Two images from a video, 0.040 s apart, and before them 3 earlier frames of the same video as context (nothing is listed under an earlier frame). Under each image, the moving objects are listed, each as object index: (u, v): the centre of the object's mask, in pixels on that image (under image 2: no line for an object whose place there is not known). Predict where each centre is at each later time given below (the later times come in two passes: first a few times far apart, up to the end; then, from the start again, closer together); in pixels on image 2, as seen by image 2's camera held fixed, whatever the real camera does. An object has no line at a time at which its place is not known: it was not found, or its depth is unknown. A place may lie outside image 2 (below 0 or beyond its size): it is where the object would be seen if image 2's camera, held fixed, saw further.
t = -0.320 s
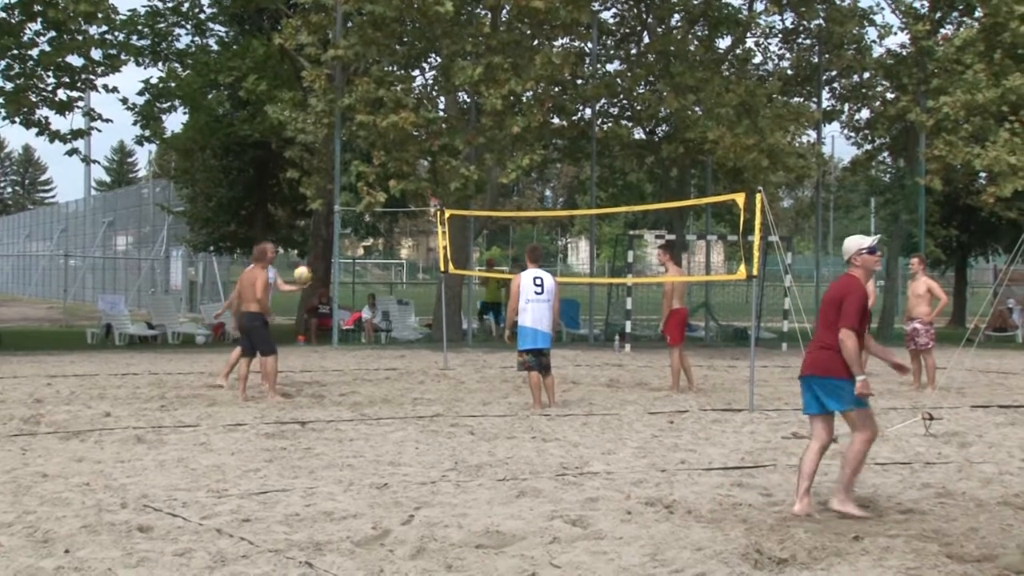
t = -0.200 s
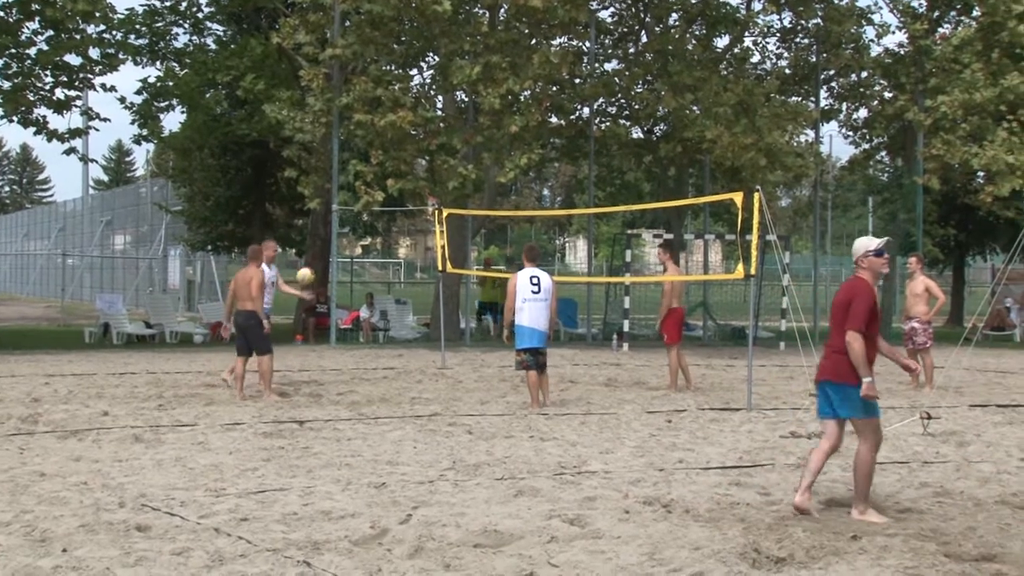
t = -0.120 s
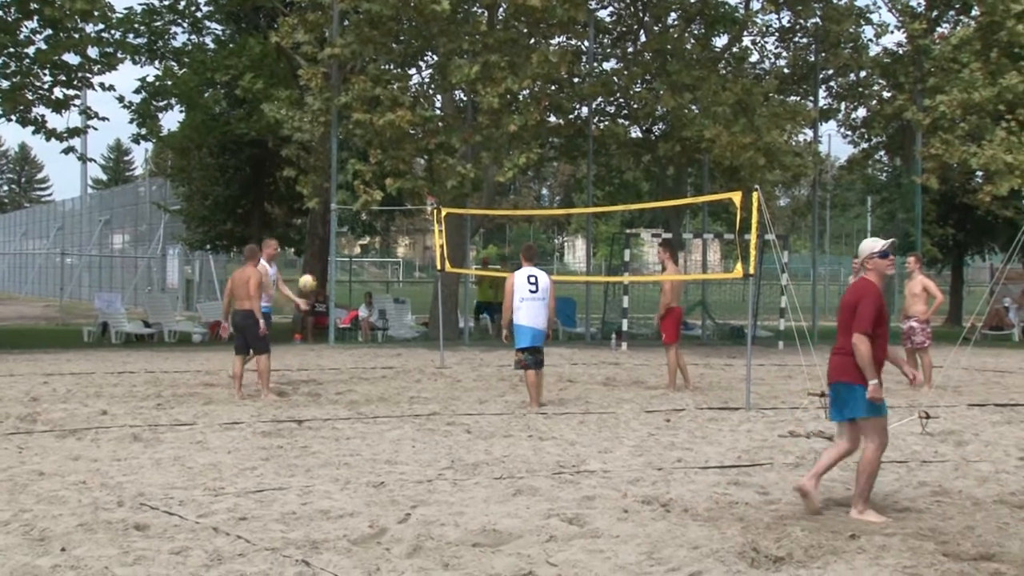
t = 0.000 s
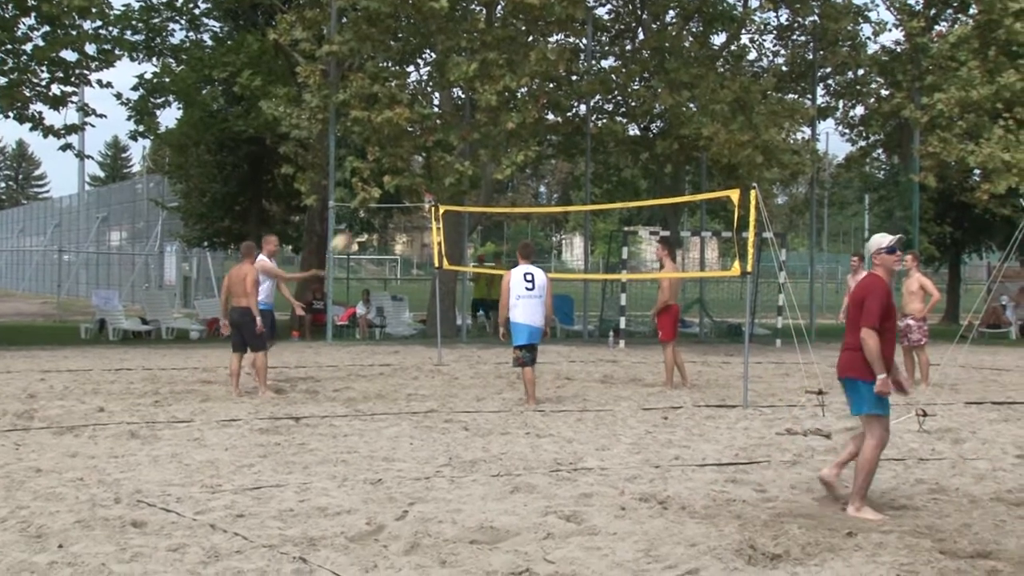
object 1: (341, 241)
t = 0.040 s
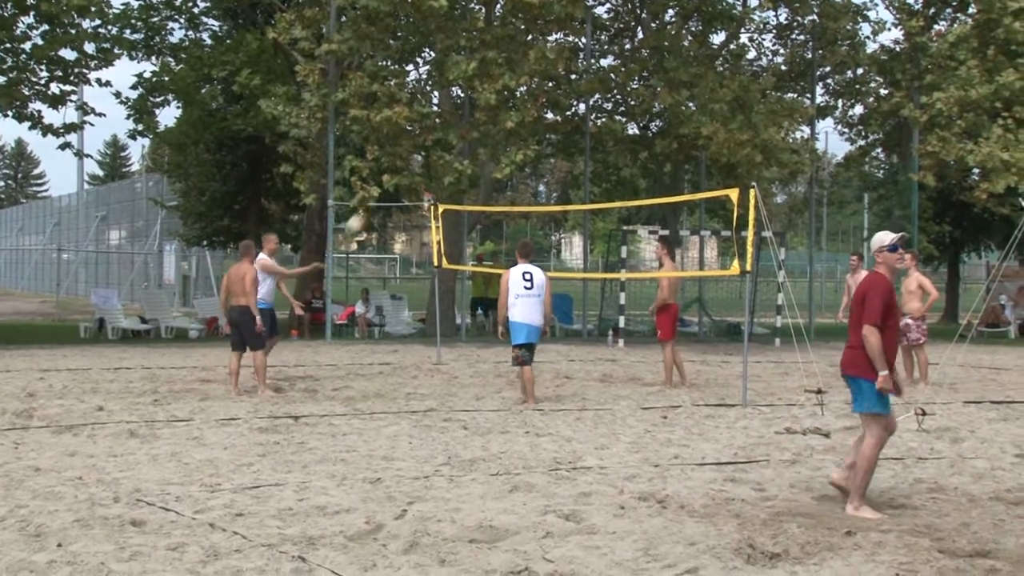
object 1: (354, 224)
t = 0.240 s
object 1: (433, 154)
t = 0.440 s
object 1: (504, 119)
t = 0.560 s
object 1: (545, 115)
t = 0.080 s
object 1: (370, 208)
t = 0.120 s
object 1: (386, 192)
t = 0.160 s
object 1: (402, 177)
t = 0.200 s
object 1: (417, 165)
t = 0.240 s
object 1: (433, 154)
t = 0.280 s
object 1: (447, 144)
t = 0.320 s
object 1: (461, 136)
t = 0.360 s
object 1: (476, 129)
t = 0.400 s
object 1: (490, 123)
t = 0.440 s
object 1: (504, 119)
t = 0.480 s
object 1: (519, 116)
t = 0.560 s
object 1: (545, 115)
